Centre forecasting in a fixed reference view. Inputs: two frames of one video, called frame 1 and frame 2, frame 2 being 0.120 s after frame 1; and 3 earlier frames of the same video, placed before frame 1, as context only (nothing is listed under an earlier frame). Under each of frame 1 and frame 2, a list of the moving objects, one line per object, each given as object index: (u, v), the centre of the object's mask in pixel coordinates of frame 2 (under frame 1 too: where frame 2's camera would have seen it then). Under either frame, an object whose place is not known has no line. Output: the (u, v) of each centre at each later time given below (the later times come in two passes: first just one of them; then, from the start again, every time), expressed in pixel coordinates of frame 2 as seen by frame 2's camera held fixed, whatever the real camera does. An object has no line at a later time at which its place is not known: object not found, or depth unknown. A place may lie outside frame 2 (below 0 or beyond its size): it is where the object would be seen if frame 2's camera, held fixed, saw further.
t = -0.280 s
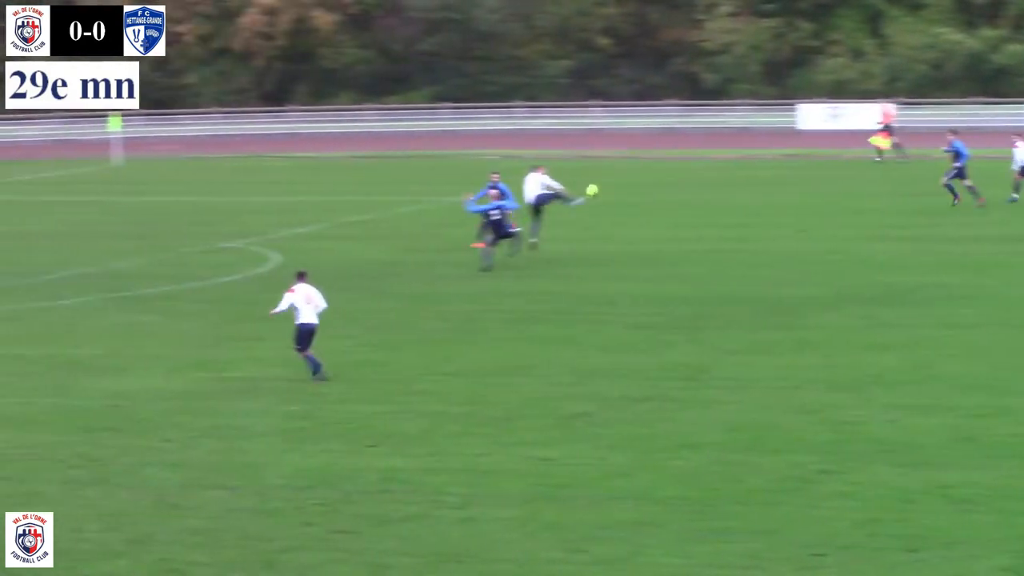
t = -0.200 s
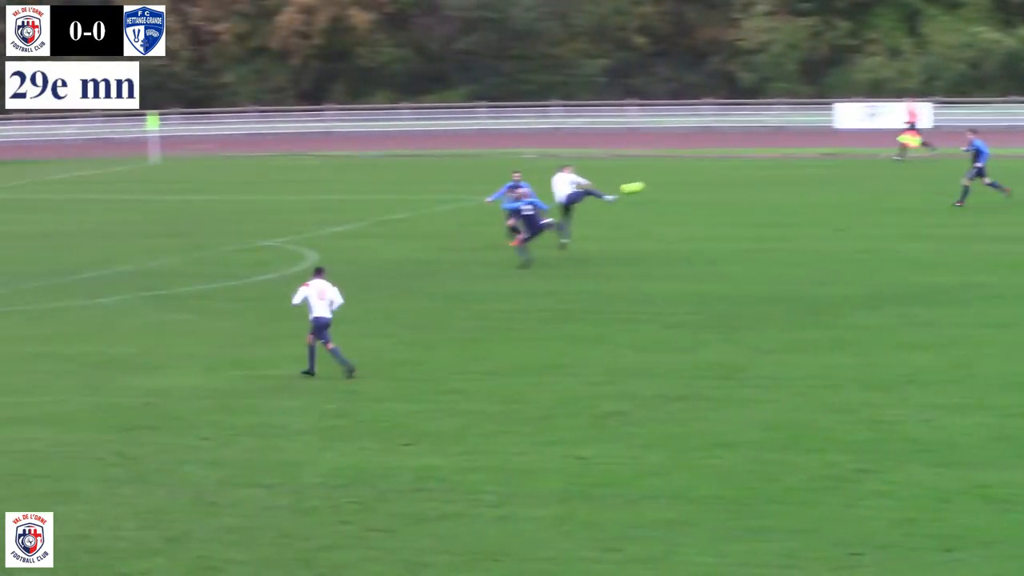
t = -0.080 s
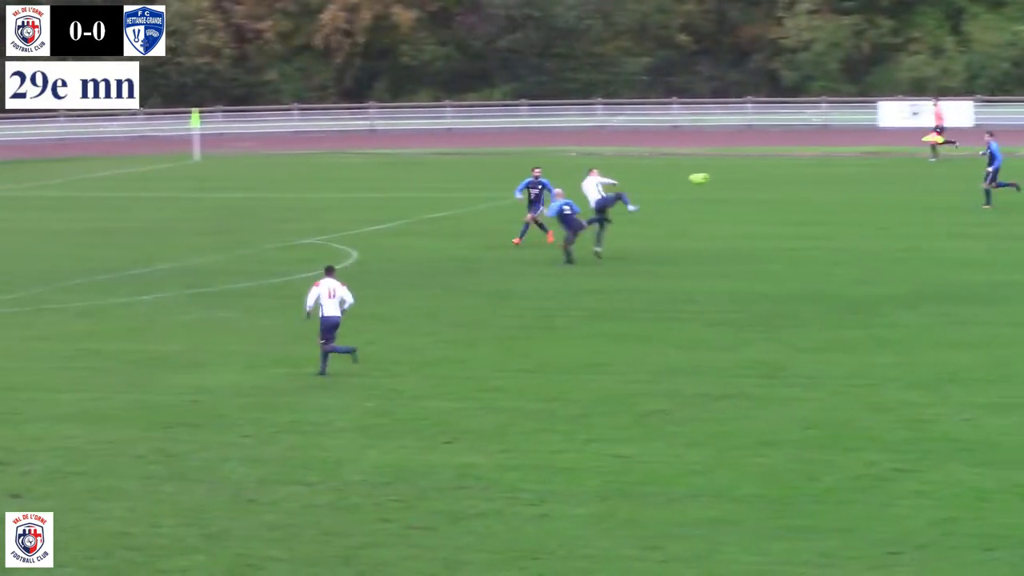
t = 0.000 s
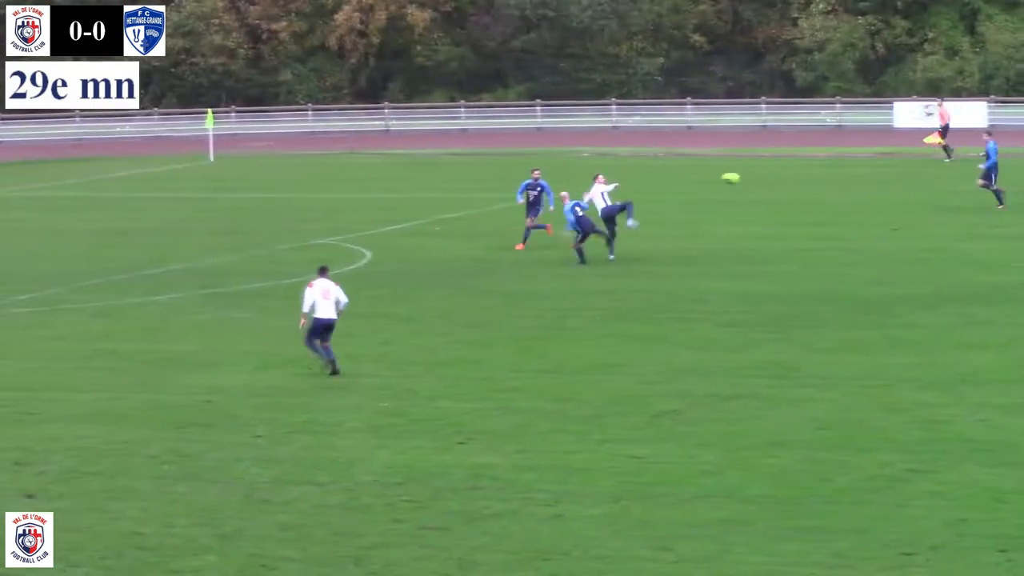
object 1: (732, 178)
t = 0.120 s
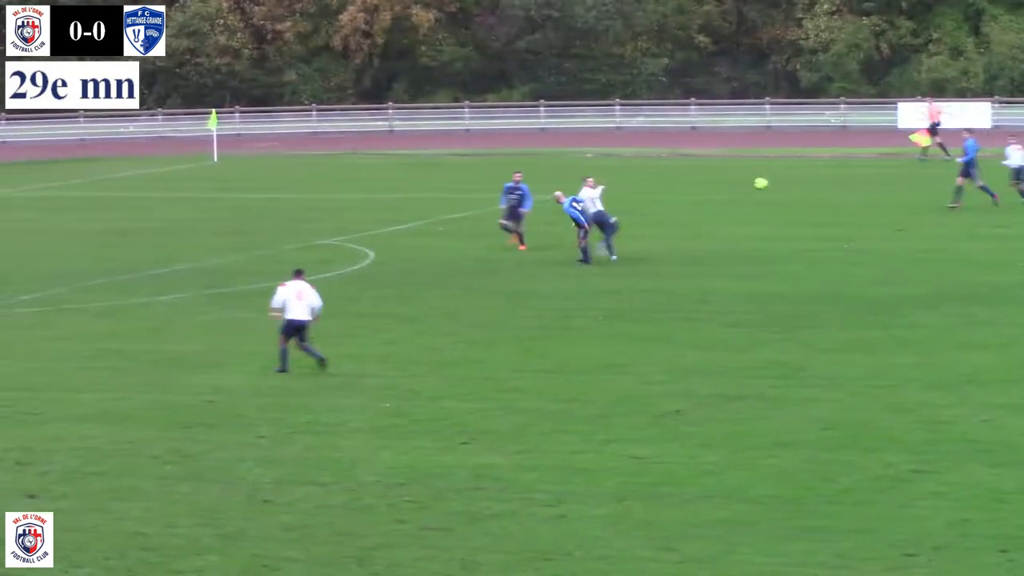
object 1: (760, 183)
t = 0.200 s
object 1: (774, 191)
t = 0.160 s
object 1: (767, 188)
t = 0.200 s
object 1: (774, 191)
